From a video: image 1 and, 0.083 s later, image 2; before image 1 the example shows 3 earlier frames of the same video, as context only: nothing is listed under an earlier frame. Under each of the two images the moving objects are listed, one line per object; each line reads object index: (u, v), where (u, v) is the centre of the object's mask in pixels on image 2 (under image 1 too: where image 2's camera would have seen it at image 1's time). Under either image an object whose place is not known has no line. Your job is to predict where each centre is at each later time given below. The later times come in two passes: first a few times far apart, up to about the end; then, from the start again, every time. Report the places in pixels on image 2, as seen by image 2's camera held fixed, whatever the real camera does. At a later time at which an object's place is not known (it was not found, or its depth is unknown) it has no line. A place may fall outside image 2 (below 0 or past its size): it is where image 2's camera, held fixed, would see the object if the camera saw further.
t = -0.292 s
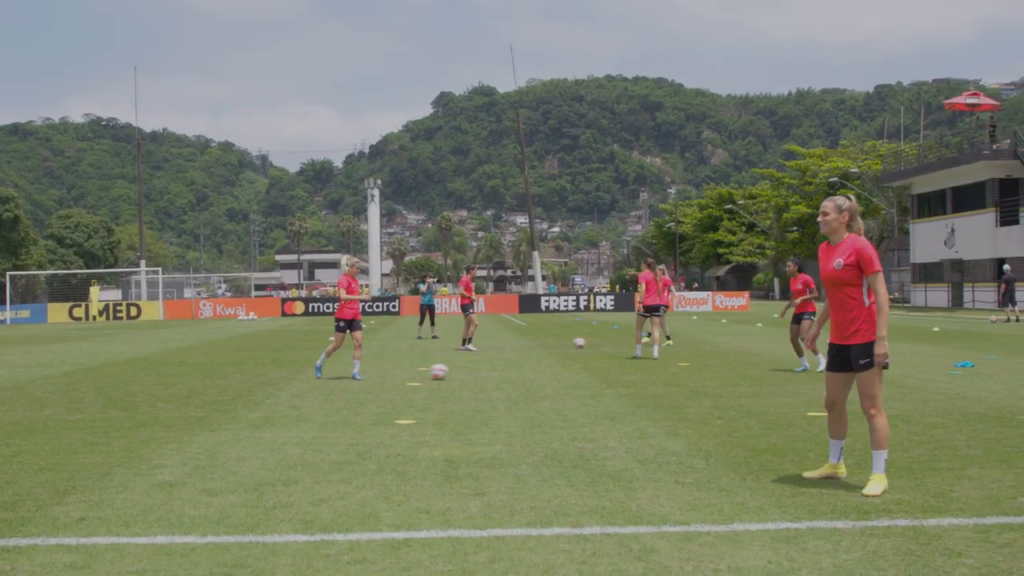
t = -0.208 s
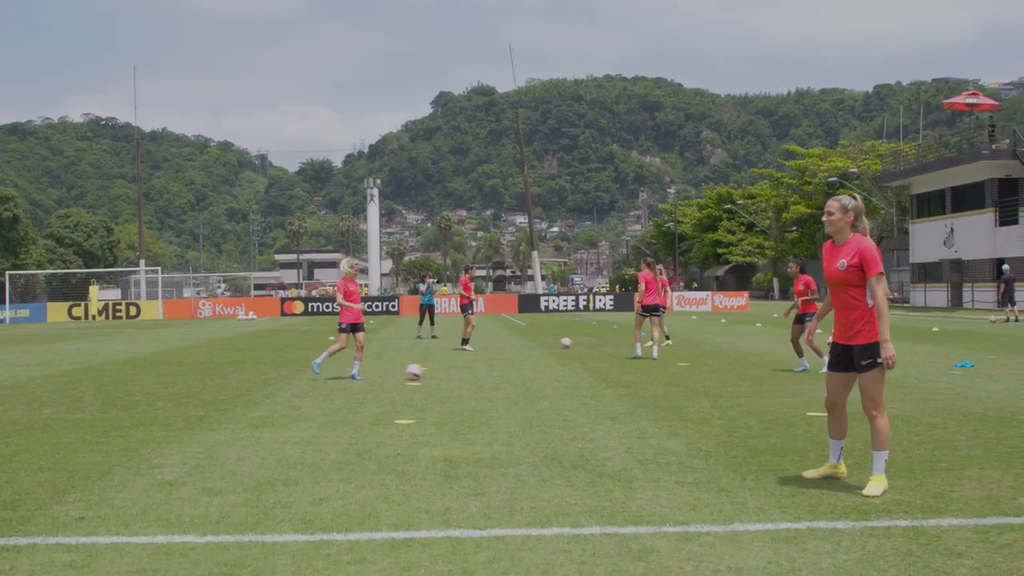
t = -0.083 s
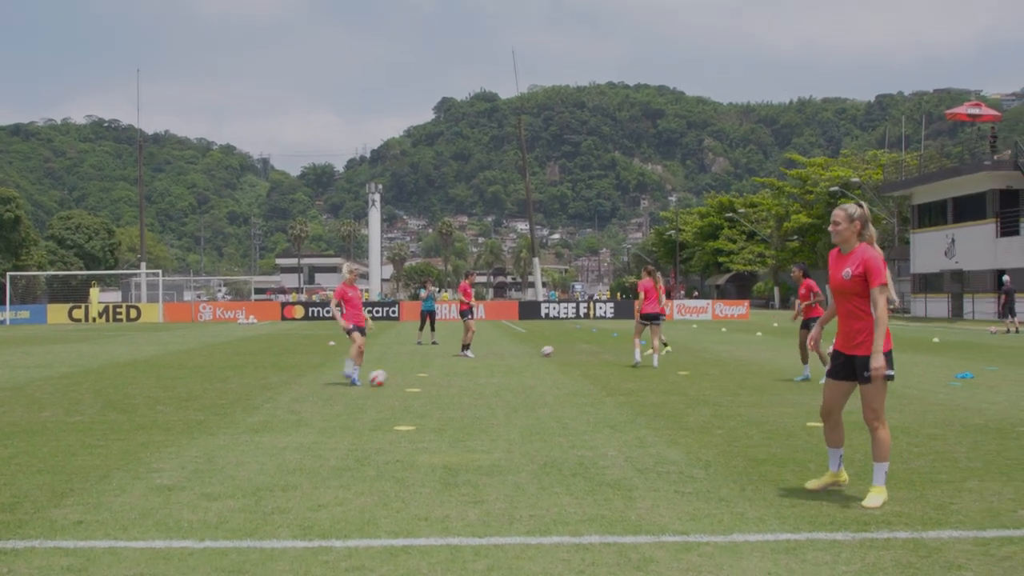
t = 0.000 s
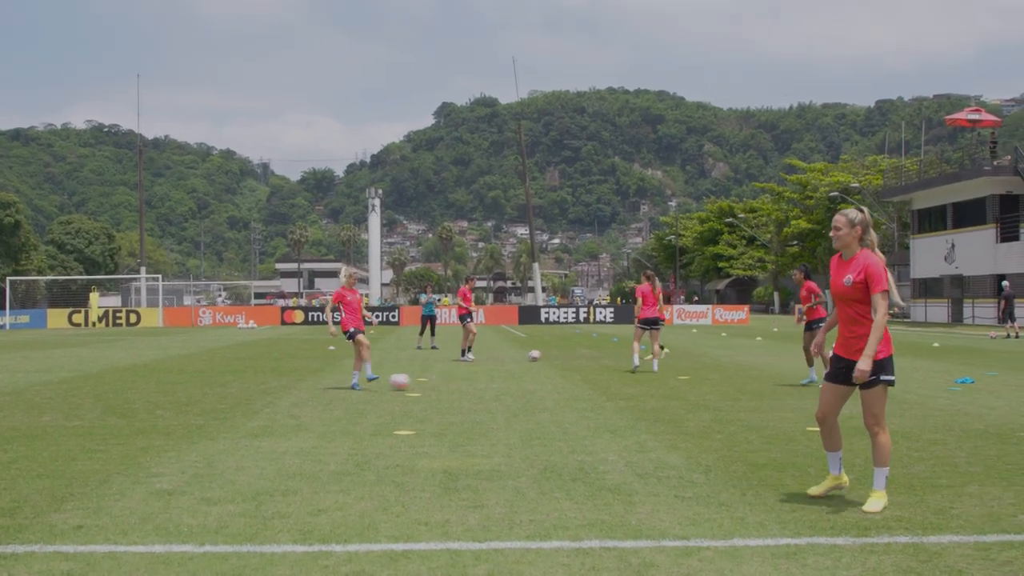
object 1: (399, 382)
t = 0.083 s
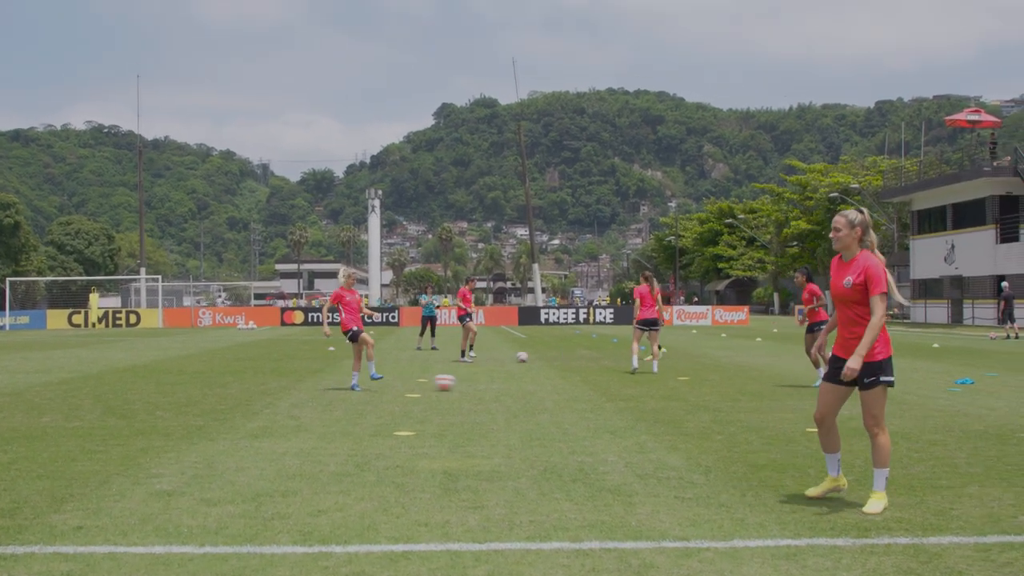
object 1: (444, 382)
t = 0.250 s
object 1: (522, 382)
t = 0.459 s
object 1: (597, 379)
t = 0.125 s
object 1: (465, 382)
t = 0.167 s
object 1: (484, 381)
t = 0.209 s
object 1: (503, 381)
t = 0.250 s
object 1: (522, 382)
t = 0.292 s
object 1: (538, 381)
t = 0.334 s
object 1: (554, 380)
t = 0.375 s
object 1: (569, 380)
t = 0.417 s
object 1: (583, 380)
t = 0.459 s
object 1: (597, 379)
